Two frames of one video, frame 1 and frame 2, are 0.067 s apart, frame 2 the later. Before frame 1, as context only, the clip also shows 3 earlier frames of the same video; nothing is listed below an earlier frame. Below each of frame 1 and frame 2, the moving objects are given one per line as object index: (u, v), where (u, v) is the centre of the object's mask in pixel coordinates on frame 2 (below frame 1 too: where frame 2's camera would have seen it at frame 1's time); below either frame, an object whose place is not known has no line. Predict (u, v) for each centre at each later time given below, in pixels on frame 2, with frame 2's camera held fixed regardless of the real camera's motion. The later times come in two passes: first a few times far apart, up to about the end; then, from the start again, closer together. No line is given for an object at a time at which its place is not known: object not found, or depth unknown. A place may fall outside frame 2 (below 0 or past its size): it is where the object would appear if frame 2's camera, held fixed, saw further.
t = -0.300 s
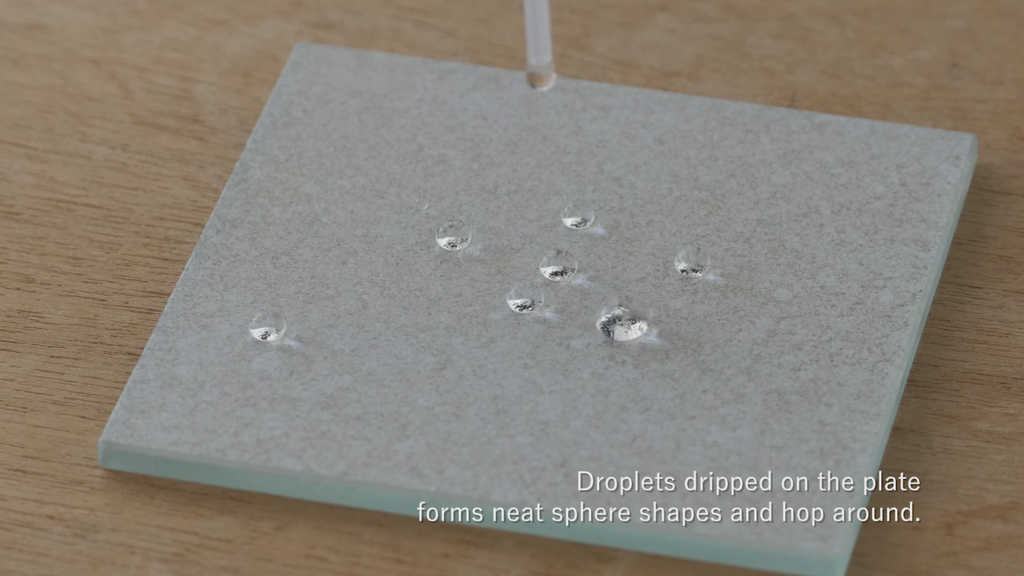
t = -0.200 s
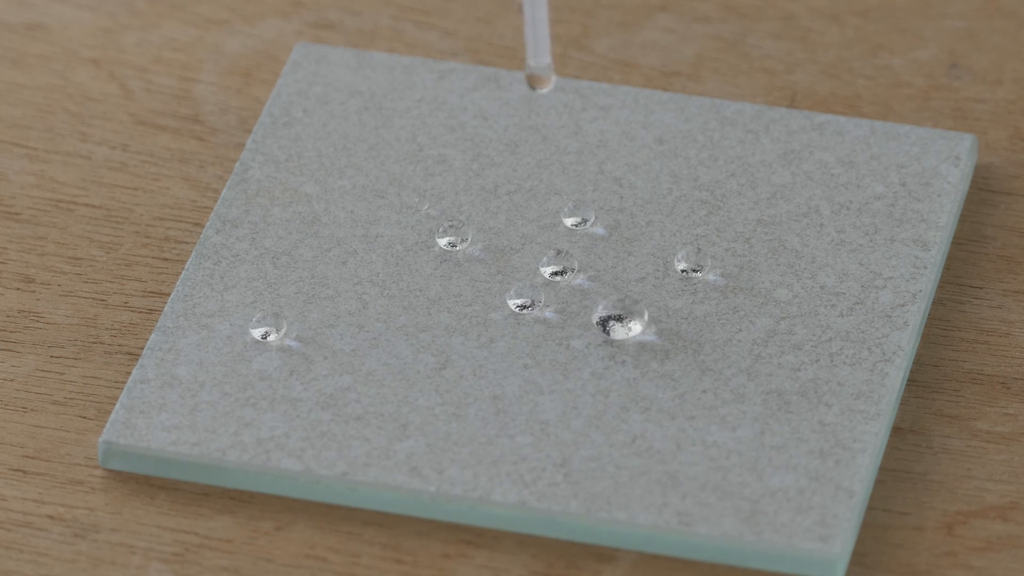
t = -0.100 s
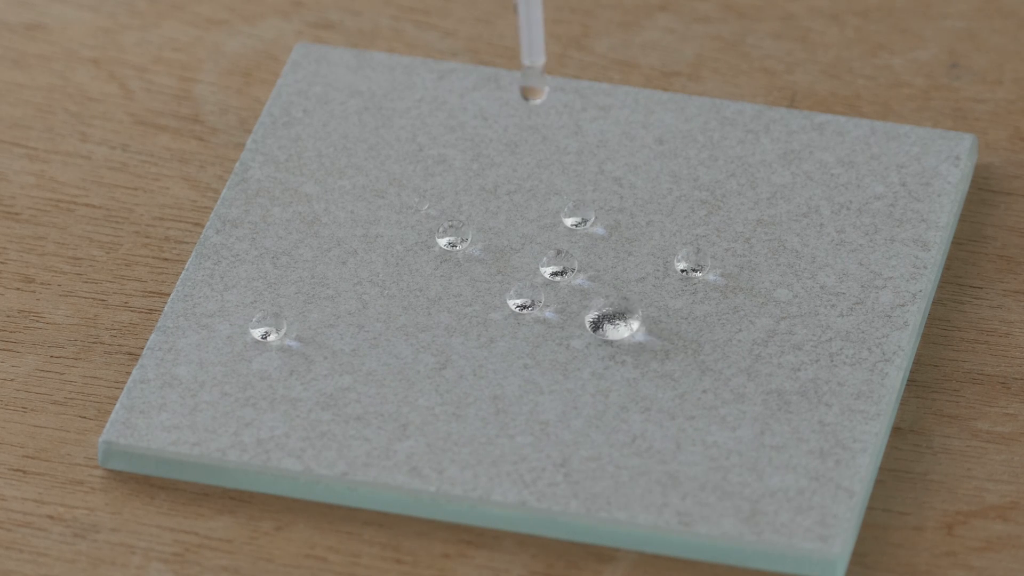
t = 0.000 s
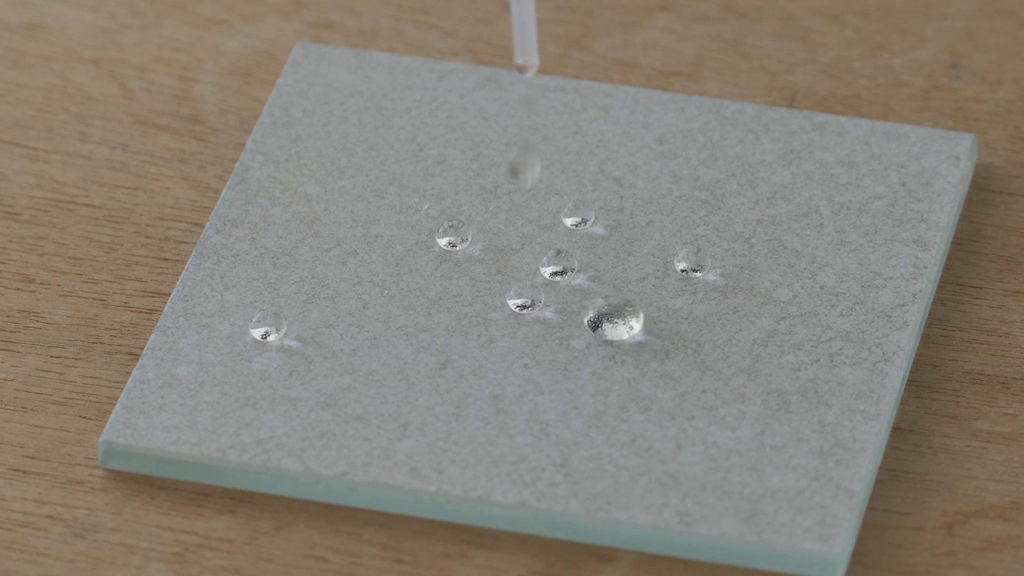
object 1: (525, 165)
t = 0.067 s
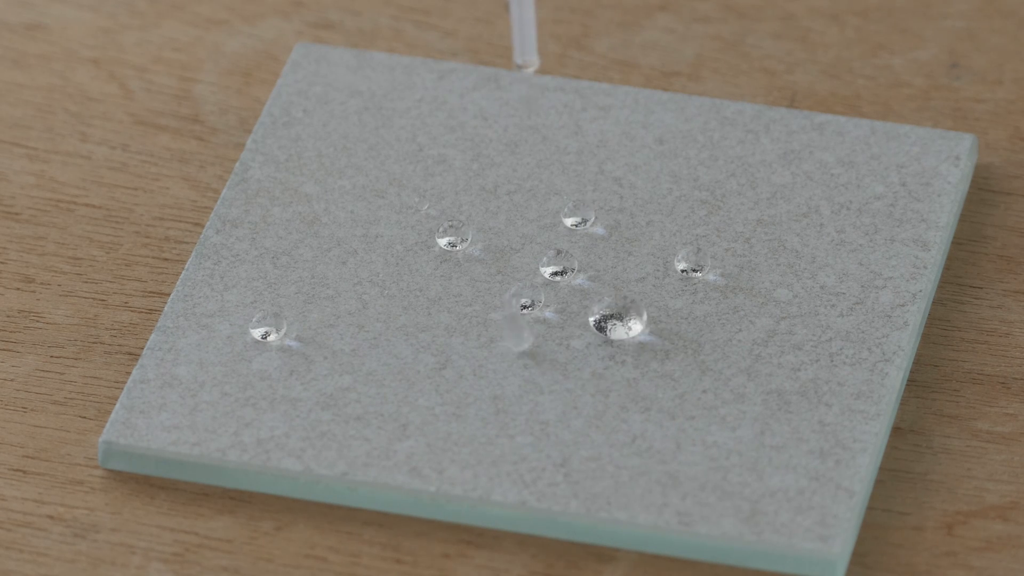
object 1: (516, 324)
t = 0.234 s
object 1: (511, 340)
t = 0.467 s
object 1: (487, 331)
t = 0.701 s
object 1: (473, 324)
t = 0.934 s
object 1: (465, 319)
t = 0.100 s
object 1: (515, 316)
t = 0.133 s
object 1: (514, 343)
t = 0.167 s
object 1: (514, 336)
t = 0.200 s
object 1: (511, 339)
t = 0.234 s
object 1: (511, 340)
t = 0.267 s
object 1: (511, 341)
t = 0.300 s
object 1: (507, 331)
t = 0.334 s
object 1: (504, 335)
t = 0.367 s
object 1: (501, 334)
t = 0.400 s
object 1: (496, 327)
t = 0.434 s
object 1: (493, 331)
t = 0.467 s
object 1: (487, 331)
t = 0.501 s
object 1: (484, 324)
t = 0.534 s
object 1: (482, 329)
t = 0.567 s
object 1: (479, 329)
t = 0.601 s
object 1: (476, 321)
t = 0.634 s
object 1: (475, 326)
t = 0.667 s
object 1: (474, 327)
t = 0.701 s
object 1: (473, 324)
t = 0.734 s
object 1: (472, 325)
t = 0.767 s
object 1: (470, 327)
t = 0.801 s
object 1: (468, 323)
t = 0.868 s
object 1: (466, 324)
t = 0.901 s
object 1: (466, 320)
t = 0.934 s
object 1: (465, 319)
